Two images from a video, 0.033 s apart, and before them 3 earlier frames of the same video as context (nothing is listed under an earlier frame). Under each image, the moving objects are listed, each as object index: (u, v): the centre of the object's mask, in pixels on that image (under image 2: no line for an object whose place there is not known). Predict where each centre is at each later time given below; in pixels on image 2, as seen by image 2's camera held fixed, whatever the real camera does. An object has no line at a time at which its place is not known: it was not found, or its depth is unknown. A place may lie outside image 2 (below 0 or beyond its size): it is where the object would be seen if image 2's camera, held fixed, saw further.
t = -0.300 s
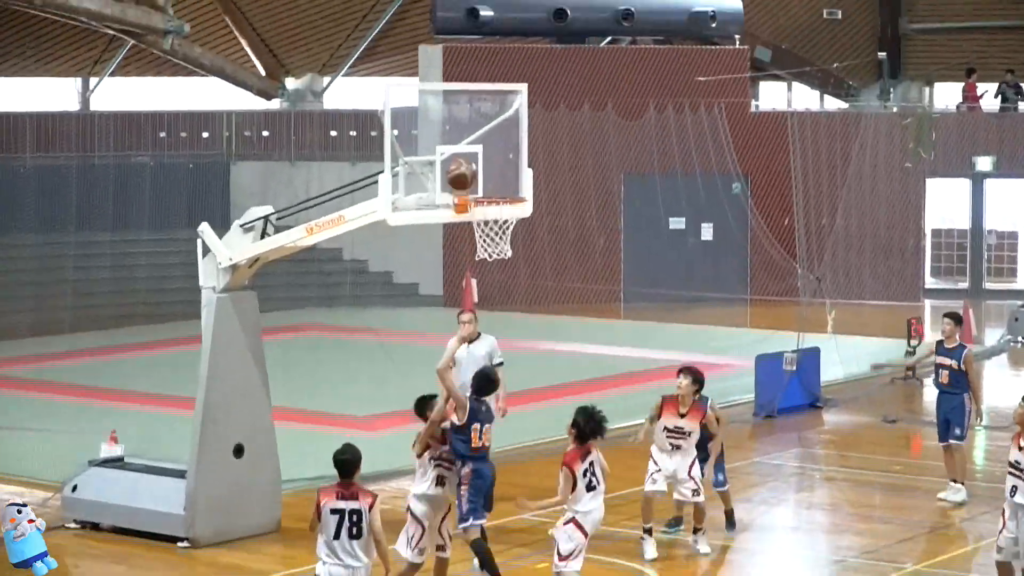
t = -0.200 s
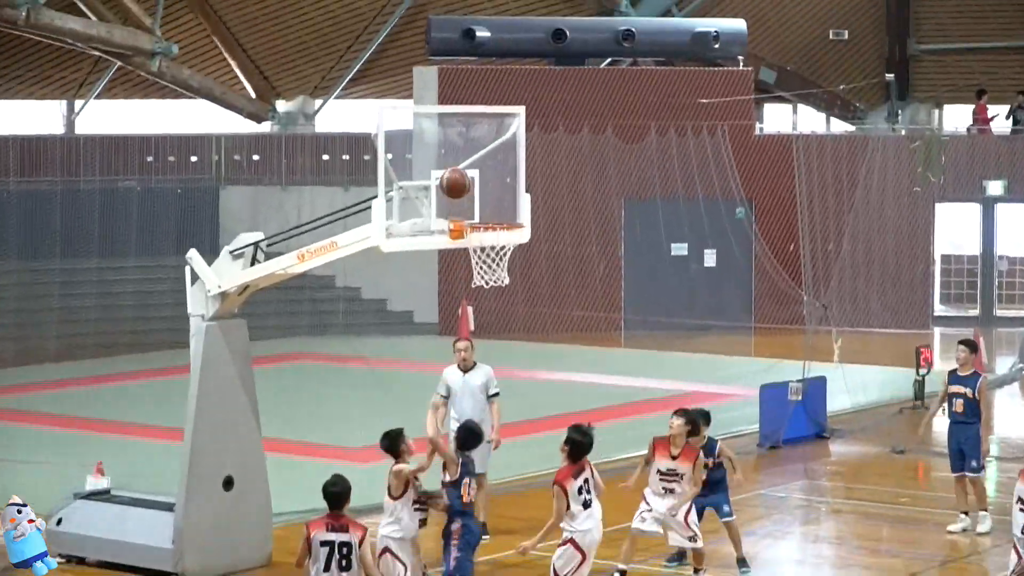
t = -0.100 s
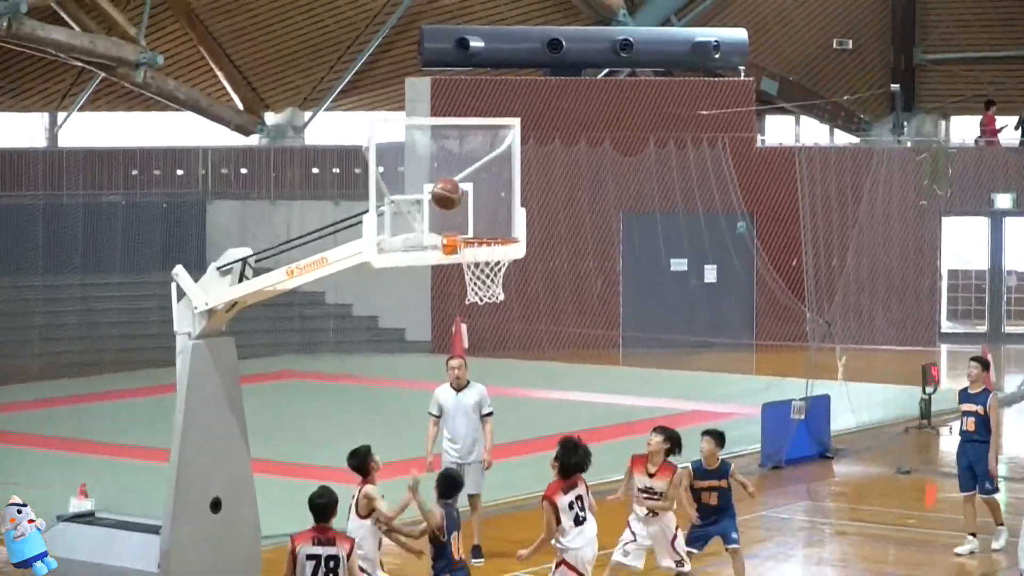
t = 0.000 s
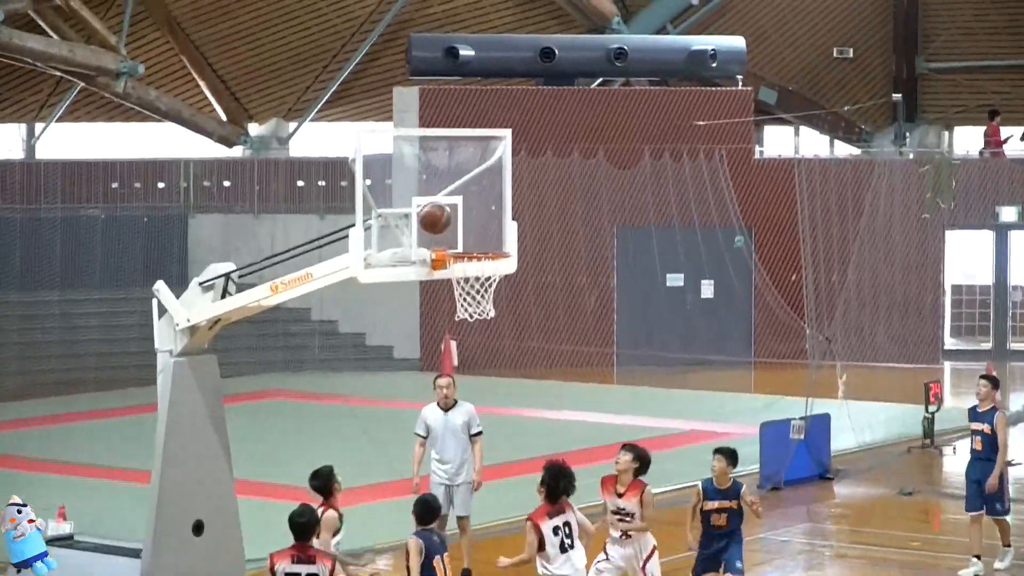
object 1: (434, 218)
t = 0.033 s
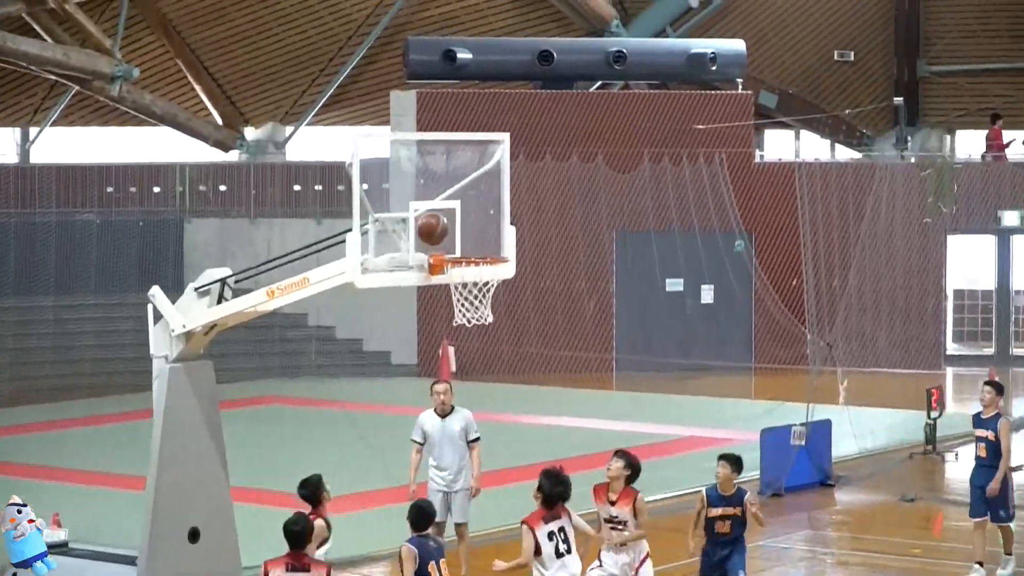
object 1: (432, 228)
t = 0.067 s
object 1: (434, 236)
